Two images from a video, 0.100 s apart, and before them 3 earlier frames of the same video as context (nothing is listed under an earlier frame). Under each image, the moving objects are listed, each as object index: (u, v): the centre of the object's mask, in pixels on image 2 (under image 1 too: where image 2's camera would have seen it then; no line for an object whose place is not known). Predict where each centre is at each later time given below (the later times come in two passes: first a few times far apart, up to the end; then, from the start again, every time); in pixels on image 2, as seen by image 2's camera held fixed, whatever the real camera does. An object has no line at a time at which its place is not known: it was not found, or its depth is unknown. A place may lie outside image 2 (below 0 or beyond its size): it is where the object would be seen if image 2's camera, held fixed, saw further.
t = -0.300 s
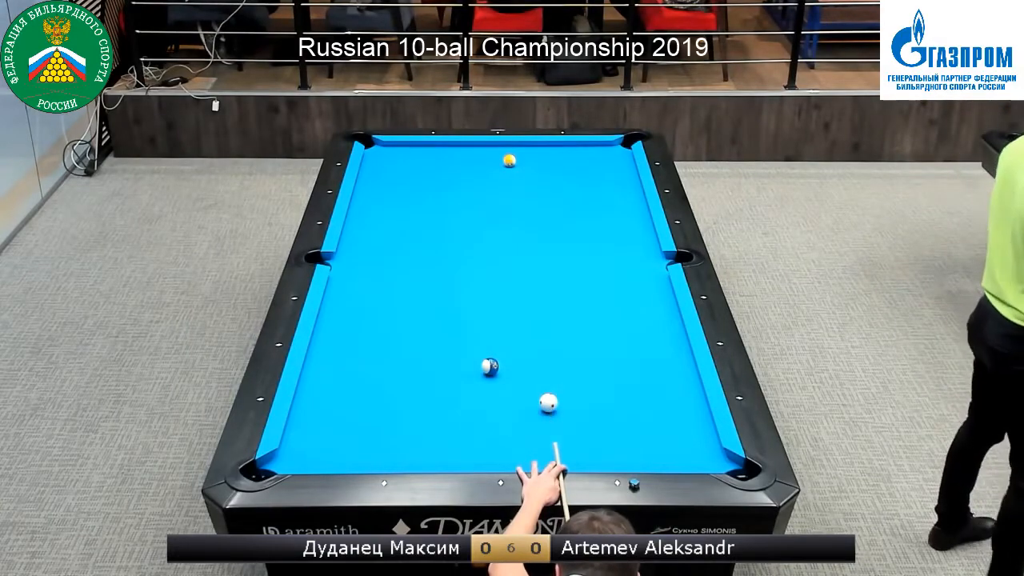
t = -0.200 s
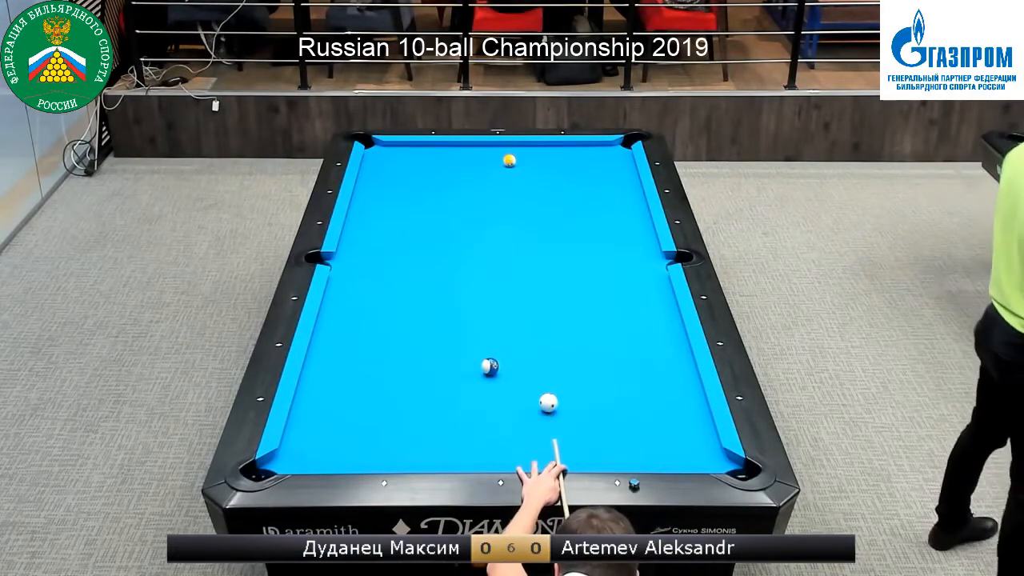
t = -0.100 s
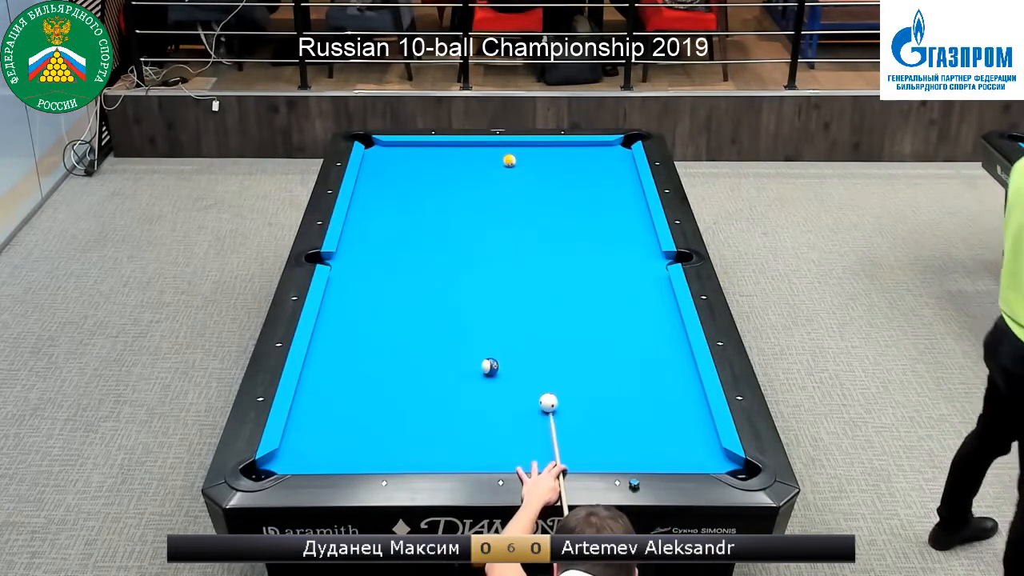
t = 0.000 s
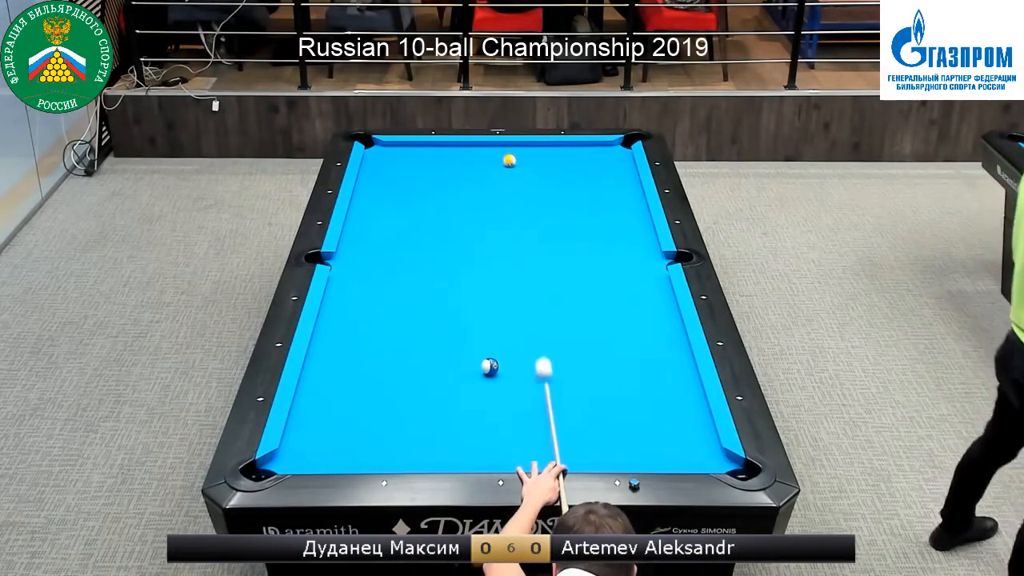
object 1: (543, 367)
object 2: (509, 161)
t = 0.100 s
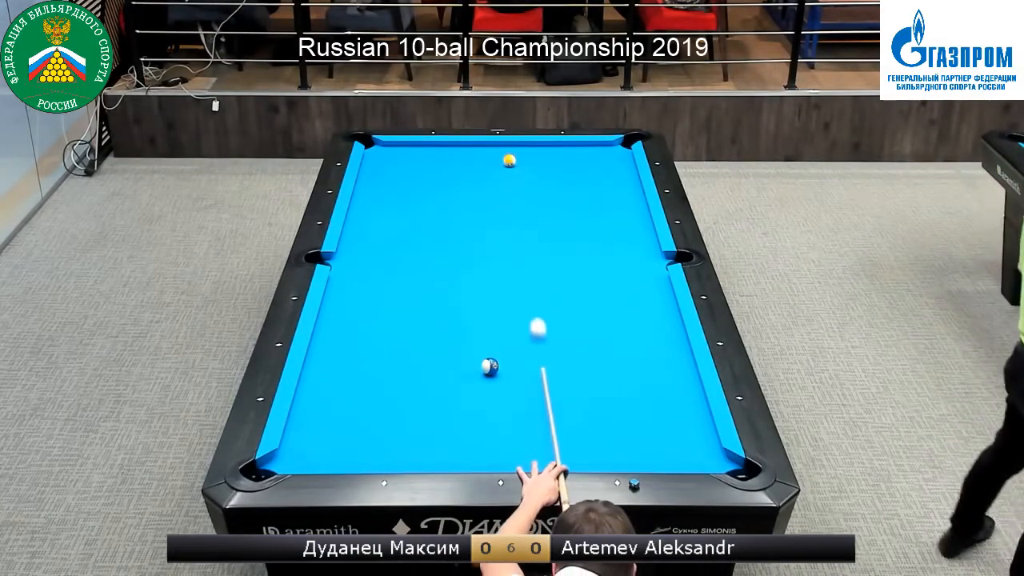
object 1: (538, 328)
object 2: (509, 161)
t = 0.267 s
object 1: (530, 274)
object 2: (509, 160)
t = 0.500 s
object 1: (521, 214)
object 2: (509, 160)
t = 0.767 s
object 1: (518, 164)
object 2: (505, 155)
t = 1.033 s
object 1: (547, 152)
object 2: (482, 160)
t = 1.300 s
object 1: (567, 149)
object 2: (469, 182)
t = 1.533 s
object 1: (583, 156)
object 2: (456, 203)
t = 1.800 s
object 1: (600, 165)
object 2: (440, 229)
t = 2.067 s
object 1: (617, 173)
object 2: (424, 256)
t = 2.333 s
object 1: (634, 181)
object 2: (405, 286)
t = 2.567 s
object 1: (630, 187)
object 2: (388, 314)
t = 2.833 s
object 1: (625, 194)
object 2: (368, 347)
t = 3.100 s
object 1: (620, 199)
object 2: (345, 384)
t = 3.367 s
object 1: (615, 205)
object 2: (319, 425)
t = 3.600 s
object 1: (611, 210)
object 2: (295, 460)
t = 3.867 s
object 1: (608, 214)
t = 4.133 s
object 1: (605, 219)
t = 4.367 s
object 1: (602, 222)
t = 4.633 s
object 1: (600, 225)
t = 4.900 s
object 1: (598, 228)
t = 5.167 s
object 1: (597, 230)
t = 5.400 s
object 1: (595, 232)
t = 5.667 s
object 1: (595, 232)
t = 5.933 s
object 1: (595, 233)
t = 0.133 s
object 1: (536, 316)
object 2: (509, 161)
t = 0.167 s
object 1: (534, 305)
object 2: (509, 160)
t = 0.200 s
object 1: (533, 294)
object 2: (509, 161)
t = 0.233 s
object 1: (531, 284)
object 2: (509, 161)
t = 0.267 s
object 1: (530, 274)
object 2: (509, 160)
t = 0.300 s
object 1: (528, 264)
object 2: (509, 161)
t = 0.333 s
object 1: (527, 255)
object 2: (509, 161)
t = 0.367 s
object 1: (526, 247)
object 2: (509, 160)
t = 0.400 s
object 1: (524, 238)
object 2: (509, 160)
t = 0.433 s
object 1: (523, 230)
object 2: (509, 160)
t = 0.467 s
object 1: (522, 221)
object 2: (509, 160)
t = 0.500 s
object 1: (521, 214)
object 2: (509, 160)
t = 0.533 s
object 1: (520, 206)
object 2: (509, 160)
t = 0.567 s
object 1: (519, 199)
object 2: (509, 160)
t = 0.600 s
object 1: (518, 192)
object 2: (509, 160)
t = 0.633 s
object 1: (517, 185)
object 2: (509, 160)
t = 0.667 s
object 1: (516, 178)
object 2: (509, 160)
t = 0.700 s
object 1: (515, 172)
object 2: (509, 160)
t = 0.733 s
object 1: (515, 166)
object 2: (508, 159)
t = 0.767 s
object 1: (518, 164)
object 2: (505, 155)
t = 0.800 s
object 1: (522, 163)
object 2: (500, 151)
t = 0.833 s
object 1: (526, 162)
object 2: (495, 147)
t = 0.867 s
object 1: (530, 161)
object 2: (491, 144)
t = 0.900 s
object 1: (534, 159)
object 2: (490, 148)
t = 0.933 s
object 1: (538, 158)
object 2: (488, 151)
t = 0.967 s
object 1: (541, 156)
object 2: (486, 154)
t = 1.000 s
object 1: (544, 154)
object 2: (484, 157)
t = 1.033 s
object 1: (547, 152)
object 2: (482, 160)
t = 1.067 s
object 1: (550, 150)
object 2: (480, 163)
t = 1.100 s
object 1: (553, 148)
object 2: (479, 166)
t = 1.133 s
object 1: (556, 147)
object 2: (477, 168)
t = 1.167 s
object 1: (559, 144)
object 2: (476, 171)
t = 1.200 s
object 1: (561, 145)
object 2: (474, 174)
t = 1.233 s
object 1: (563, 147)
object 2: (472, 176)
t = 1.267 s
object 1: (565, 148)
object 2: (470, 180)
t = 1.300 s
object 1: (567, 149)
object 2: (469, 182)
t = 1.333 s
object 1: (570, 150)
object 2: (467, 185)
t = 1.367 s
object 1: (572, 151)
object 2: (465, 188)
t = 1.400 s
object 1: (574, 152)
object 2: (463, 191)
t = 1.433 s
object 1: (576, 153)
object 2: (461, 194)
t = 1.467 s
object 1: (578, 154)
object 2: (460, 197)
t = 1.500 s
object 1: (580, 155)
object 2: (458, 200)
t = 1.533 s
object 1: (583, 156)
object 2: (456, 203)
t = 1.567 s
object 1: (585, 157)
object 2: (454, 207)
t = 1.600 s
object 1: (587, 159)
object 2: (452, 210)
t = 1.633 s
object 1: (589, 160)
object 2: (450, 213)
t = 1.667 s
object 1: (591, 161)
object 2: (448, 216)
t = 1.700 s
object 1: (594, 162)
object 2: (446, 219)
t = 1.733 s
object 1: (596, 162)
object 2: (444, 222)
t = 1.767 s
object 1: (598, 164)
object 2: (442, 226)
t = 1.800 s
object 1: (600, 165)
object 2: (440, 229)
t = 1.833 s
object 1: (602, 166)
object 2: (438, 233)
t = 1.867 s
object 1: (604, 167)
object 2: (436, 236)
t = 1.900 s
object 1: (606, 168)
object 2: (434, 239)
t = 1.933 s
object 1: (608, 169)
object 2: (432, 243)
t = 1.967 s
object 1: (611, 170)
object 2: (430, 246)
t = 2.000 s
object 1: (613, 171)
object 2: (428, 250)
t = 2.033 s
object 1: (615, 172)
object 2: (426, 253)
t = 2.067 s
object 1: (617, 173)
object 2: (424, 256)
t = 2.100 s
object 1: (619, 174)
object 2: (421, 260)
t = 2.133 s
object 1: (621, 175)
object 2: (419, 264)
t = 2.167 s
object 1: (623, 176)
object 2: (417, 267)
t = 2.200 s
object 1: (625, 177)
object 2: (414, 271)
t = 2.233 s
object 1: (627, 178)
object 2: (412, 275)
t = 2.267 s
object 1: (629, 180)
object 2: (410, 278)
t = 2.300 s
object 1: (632, 180)
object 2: (408, 282)
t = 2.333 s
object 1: (634, 181)
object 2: (405, 286)
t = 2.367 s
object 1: (634, 182)
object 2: (403, 290)
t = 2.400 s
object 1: (634, 182)
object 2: (401, 293)
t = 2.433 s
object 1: (633, 183)
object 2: (399, 297)
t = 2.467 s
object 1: (632, 184)
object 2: (396, 302)
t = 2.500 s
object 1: (632, 186)
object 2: (393, 305)
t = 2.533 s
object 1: (631, 186)
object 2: (391, 310)
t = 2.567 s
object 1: (630, 187)
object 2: (388, 314)
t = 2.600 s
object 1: (629, 188)
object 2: (386, 318)
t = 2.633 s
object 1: (629, 189)
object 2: (383, 322)
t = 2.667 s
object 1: (628, 190)
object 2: (380, 327)
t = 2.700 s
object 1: (627, 190)
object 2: (378, 330)
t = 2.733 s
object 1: (627, 191)
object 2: (375, 335)
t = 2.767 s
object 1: (626, 192)
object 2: (372, 339)
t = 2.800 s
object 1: (625, 193)
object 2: (370, 343)
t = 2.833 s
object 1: (625, 194)
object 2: (368, 347)
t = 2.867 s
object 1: (624, 194)
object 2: (365, 352)
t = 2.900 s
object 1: (624, 195)
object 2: (362, 356)
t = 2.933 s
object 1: (623, 196)
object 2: (359, 361)
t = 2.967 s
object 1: (622, 196)
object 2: (356, 366)
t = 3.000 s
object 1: (622, 197)
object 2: (354, 370)
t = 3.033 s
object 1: (621, 198)
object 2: (351, 375)
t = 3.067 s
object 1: (621, 199)
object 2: (348, 380)
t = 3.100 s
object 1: (620, 199)
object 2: (345, 384)
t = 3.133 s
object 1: (619, 200)
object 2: (342, 389)
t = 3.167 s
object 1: (618, 201)
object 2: (338, 394)
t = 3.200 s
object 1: (618, 202)
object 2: (335, 400)
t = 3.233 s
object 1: (617, 203)
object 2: (332, 404)
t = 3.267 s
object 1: (617, 203)
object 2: (329, 409)
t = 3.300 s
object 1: (616, 204)
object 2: (326, 415)
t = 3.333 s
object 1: (616, 204)
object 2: (323, 419)
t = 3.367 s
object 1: (615, 205)
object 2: (319, 425)
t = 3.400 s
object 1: (615, 206)
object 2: (316, 430)
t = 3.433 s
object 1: (614, 206)
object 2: (313, 435)
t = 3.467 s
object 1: (613, 207)
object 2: (310, 440)
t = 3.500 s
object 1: (613, 208)
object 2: (306, 446)
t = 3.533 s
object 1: (613, 208)
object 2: (303, 451)
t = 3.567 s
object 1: (612, 209)
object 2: (299, 455)
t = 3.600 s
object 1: (611, 210)
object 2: (295, 460)
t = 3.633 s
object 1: (611, 210)
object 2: (289, 461)
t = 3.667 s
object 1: (610, 211)
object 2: (283, 462)
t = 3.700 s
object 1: (610, 211)
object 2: (277, 463)
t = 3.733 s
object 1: (609, 212)
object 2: (272, 465)
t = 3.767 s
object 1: (609, 213)
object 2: (266, 470)
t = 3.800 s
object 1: (608, 213)
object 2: (261, 475)
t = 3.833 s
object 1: (608, 214)
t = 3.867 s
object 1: (608, 214)
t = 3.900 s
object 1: (607, 215)
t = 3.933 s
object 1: (607, 216)
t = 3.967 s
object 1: (606, 216)
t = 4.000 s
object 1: (606, 216)
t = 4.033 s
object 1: (606, 217)
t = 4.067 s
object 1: (605, 218)
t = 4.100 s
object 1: (605, 218)
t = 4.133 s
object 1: (605, 219)
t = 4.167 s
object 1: (604, 219)
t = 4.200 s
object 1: (604, 220)
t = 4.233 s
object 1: (604, 220)
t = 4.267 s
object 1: (603, 221)
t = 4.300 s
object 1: (603, 221)
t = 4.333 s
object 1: (603, 221)
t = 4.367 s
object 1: (602, 222)
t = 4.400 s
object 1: (602, 222)
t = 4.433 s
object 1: (602, 223)
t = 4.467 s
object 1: (601, 223)
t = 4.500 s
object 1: (601, 224)
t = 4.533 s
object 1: (601, 224)
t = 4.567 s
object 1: (600, 225)
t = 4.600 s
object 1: (600, 225)
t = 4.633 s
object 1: (600, 225)
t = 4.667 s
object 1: (600, 226)
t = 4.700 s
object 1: (599, 226)
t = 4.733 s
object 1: (599, 226)
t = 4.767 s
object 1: (599, 227)
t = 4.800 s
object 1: (599, 227)
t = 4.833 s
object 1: (599, 227)
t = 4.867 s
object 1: (598, 228)
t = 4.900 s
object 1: (598, 228)
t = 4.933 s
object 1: (598, 229)
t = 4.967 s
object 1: (598, 229)
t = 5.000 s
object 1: (598, 229)
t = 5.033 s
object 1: (597, 229)
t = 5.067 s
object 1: (597, 230)
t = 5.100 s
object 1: (597, 230)
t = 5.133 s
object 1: (597, 230)
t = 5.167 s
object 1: (597, 230)
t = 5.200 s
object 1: (596, 230)
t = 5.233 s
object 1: (596, 231)
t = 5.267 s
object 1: (596, 231)
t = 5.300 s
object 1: (596, 231)
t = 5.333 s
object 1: (596, 231)
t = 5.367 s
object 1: (596, 231)
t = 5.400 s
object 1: (595, 232)
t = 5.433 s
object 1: (596, 232)
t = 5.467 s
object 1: (595, 232)
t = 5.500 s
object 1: (595, 232)
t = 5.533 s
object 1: (595, 232)
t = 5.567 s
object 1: (595, 232)
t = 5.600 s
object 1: (595, 232)
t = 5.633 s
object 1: (595, 232)
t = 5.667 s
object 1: (595, 232)
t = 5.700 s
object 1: (595, 233)
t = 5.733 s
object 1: (595, 233)
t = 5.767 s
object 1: (595, 233)
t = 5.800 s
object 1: (595, 233)
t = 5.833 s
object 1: (595, 233)
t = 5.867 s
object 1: (595, 233)
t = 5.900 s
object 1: (595, 233)
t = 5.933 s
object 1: (595, 233)
